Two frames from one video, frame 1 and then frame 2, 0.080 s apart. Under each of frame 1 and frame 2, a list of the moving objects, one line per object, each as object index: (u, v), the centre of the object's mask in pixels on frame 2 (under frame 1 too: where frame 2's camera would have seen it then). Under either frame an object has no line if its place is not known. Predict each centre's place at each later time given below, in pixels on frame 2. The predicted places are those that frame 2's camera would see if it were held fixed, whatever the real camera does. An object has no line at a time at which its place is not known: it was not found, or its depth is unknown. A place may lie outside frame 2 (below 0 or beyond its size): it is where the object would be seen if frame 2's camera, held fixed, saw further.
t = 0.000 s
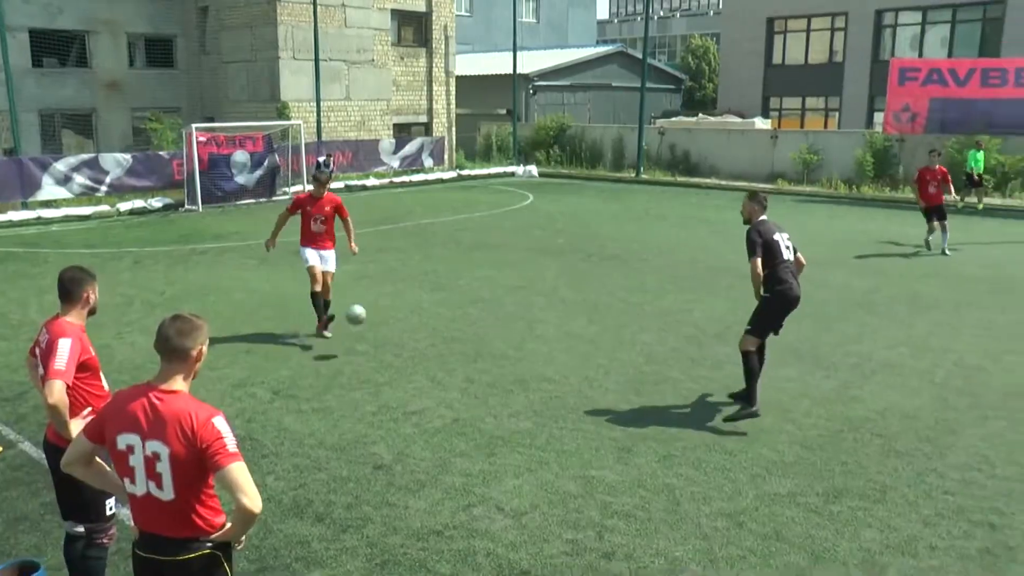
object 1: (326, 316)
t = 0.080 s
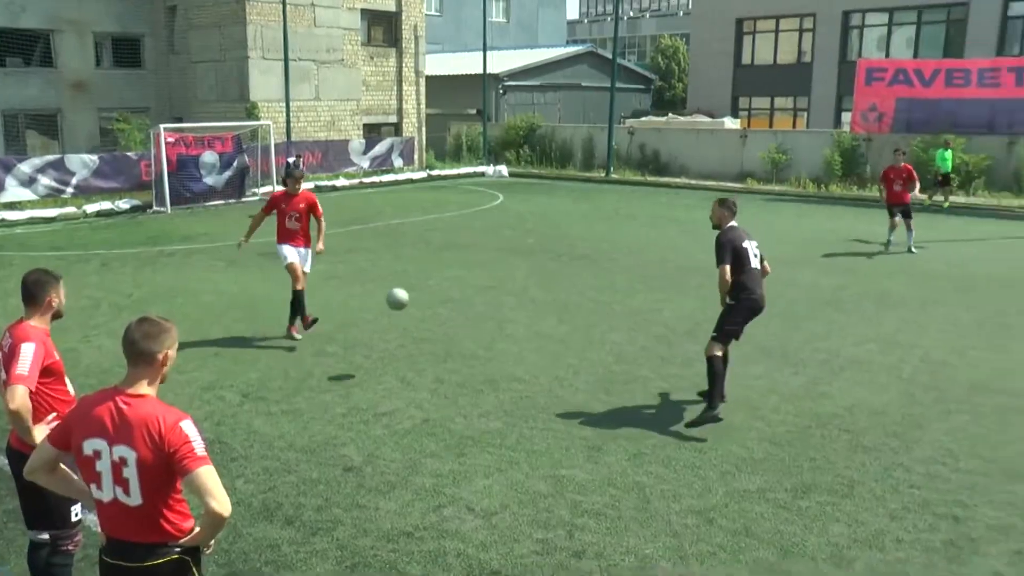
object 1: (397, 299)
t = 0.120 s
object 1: (438, 291)
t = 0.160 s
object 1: (480, 285)
